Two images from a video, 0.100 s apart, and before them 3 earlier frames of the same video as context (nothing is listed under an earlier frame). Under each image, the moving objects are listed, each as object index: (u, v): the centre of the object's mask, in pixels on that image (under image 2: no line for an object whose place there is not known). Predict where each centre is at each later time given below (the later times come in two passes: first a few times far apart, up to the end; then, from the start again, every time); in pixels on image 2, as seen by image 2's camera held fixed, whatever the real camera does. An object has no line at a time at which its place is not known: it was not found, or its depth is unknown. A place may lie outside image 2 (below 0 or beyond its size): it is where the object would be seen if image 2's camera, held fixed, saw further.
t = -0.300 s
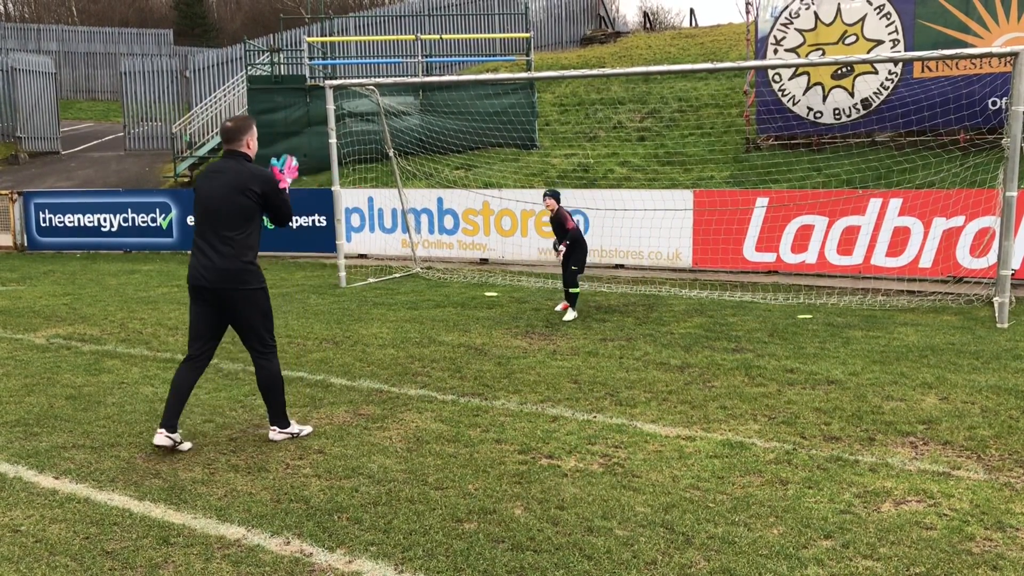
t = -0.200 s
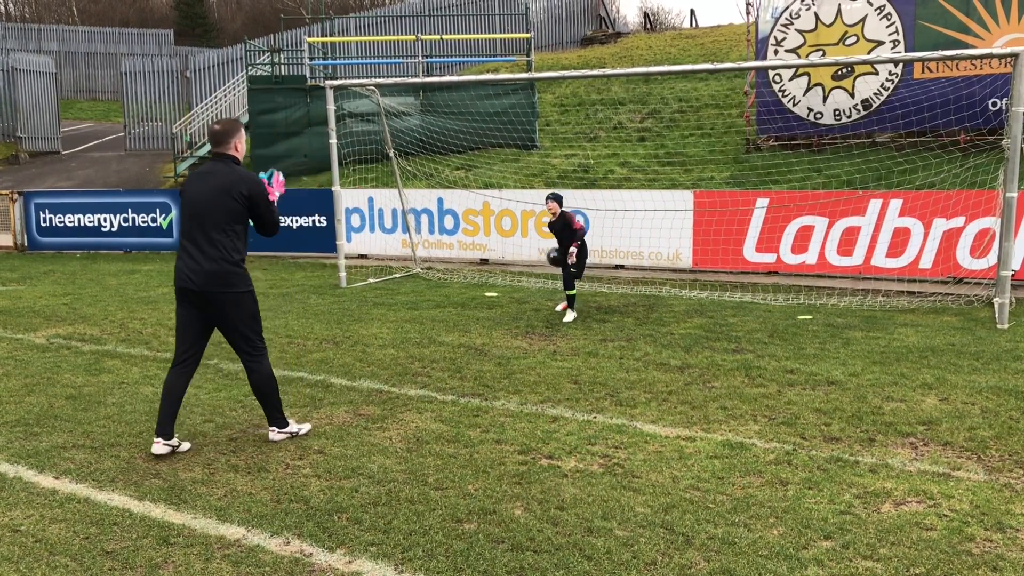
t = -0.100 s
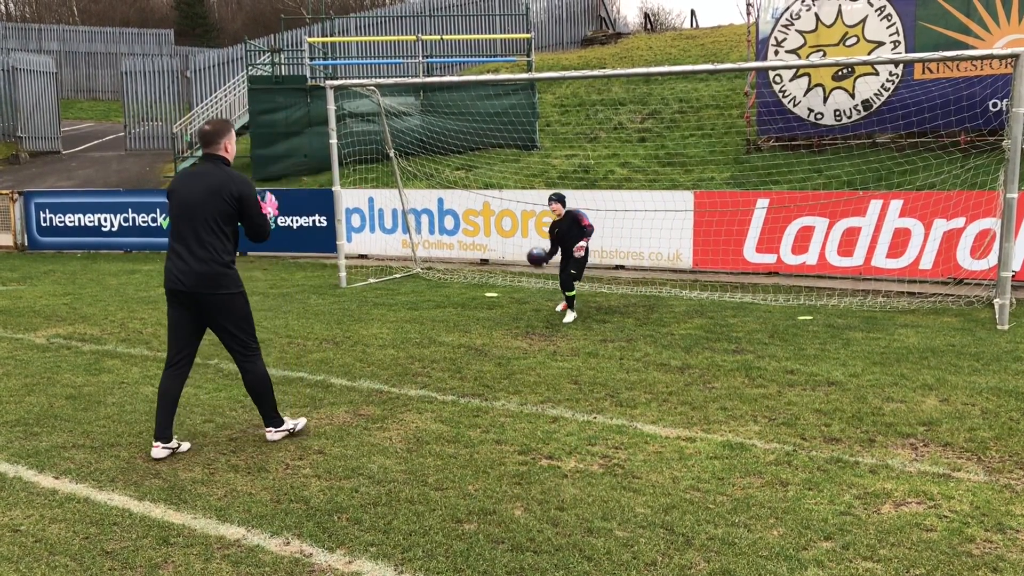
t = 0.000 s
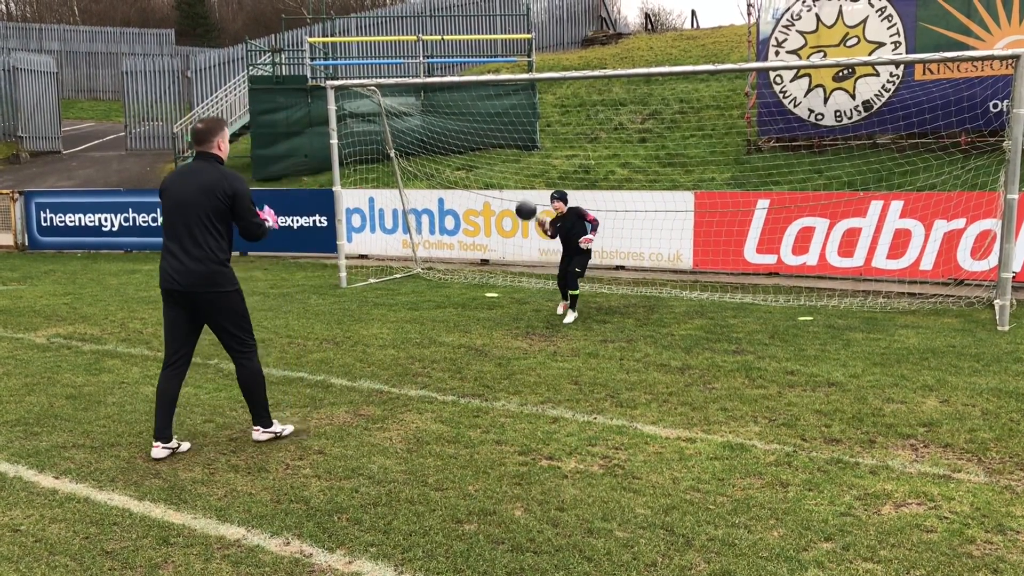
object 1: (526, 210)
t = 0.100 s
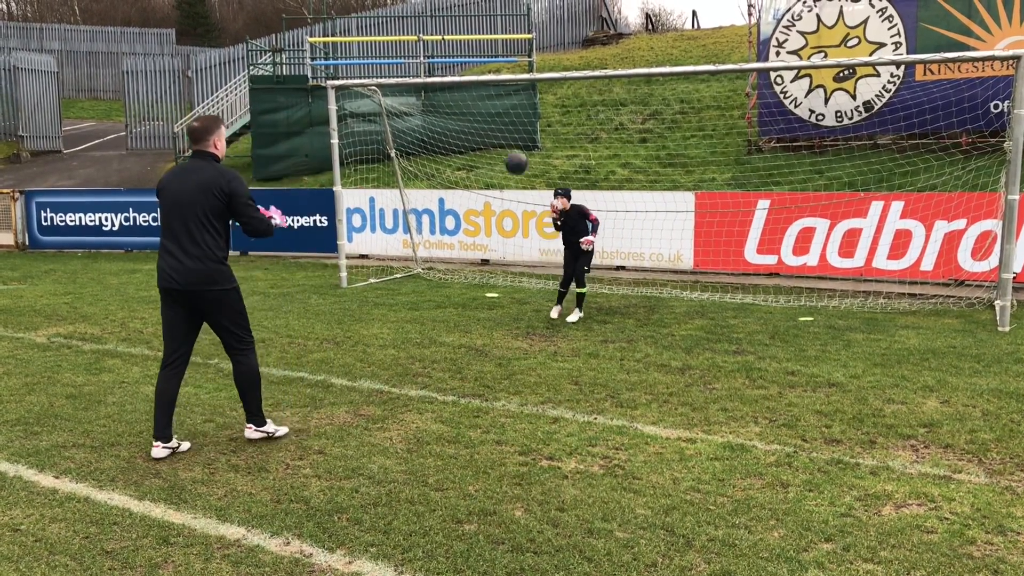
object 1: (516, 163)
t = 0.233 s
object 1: (500, 109)
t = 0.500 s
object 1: (462, 55)
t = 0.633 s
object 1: (437, 61)
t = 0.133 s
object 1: (513, 148)
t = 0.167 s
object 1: (508, 134)
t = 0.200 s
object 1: (505, 121)
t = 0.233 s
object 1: (500, 109)
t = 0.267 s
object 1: (497, 98)
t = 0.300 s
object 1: (492, 89)
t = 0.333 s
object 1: (487, 80)
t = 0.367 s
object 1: (483, 72)
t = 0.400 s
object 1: (478, 66)
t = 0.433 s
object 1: (472, 61)
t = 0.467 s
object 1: (467, 58)
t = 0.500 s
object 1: (462, 55)
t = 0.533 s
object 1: (456, 54)
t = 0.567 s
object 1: (450, 55)
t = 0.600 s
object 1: (444, 57)
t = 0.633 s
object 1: (437, 61)
